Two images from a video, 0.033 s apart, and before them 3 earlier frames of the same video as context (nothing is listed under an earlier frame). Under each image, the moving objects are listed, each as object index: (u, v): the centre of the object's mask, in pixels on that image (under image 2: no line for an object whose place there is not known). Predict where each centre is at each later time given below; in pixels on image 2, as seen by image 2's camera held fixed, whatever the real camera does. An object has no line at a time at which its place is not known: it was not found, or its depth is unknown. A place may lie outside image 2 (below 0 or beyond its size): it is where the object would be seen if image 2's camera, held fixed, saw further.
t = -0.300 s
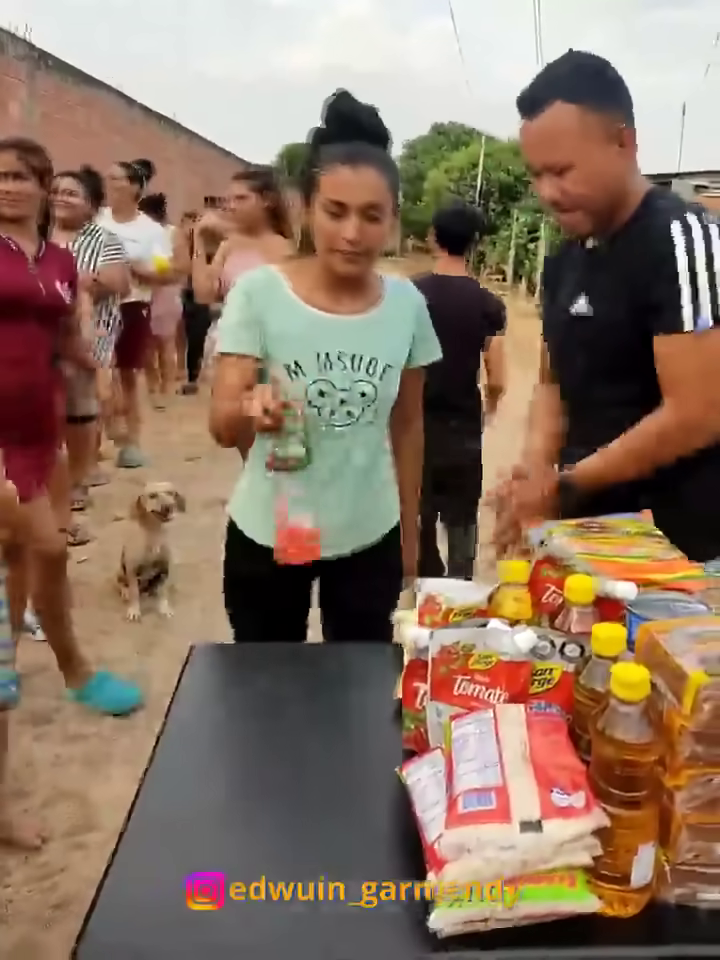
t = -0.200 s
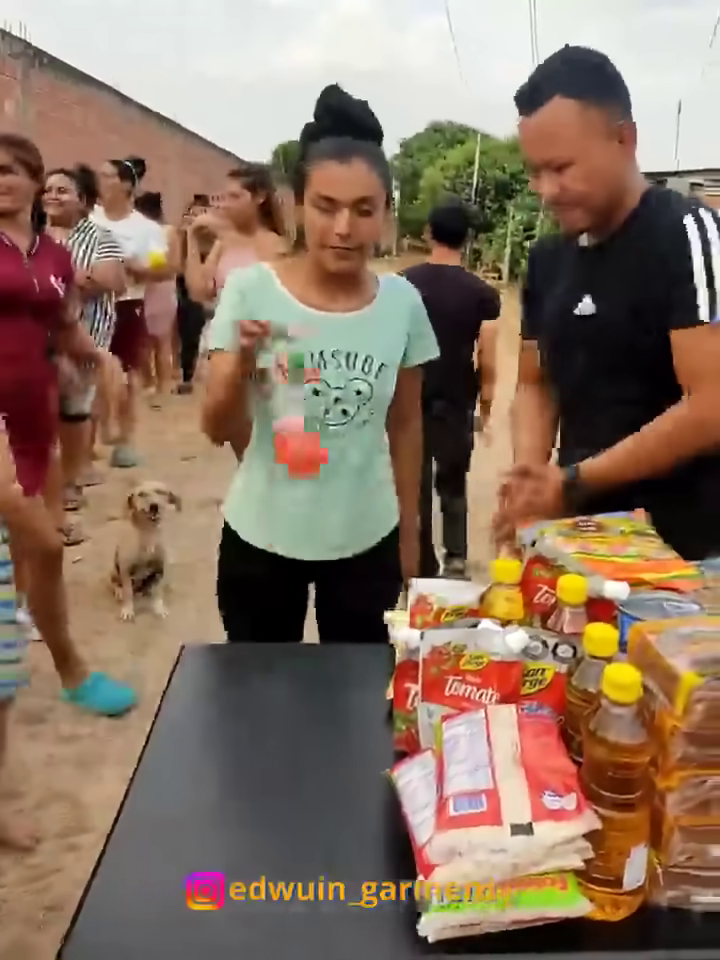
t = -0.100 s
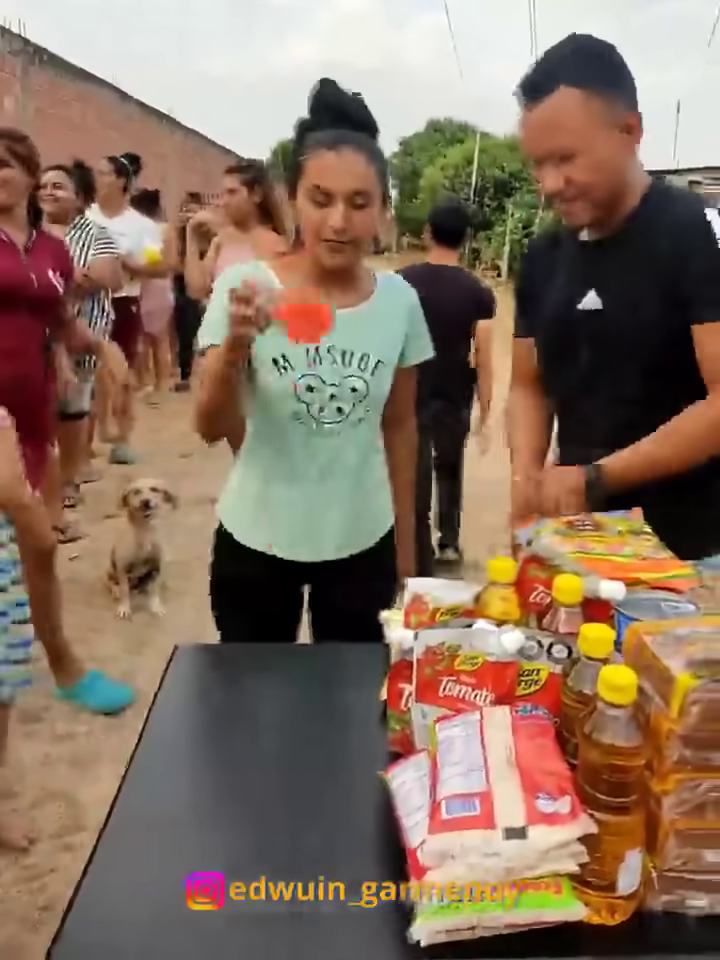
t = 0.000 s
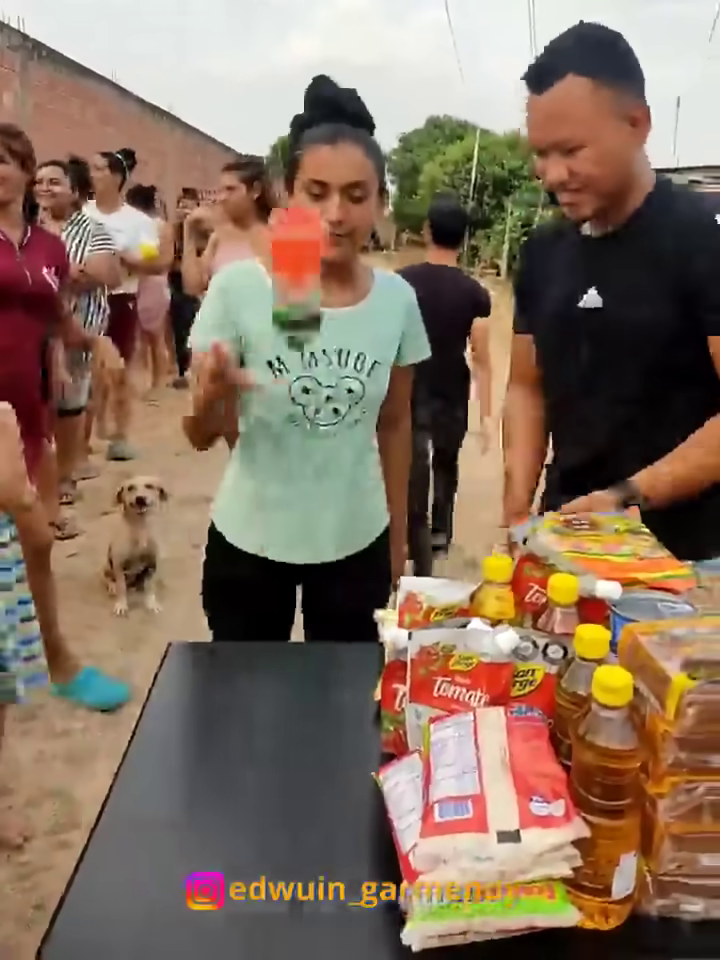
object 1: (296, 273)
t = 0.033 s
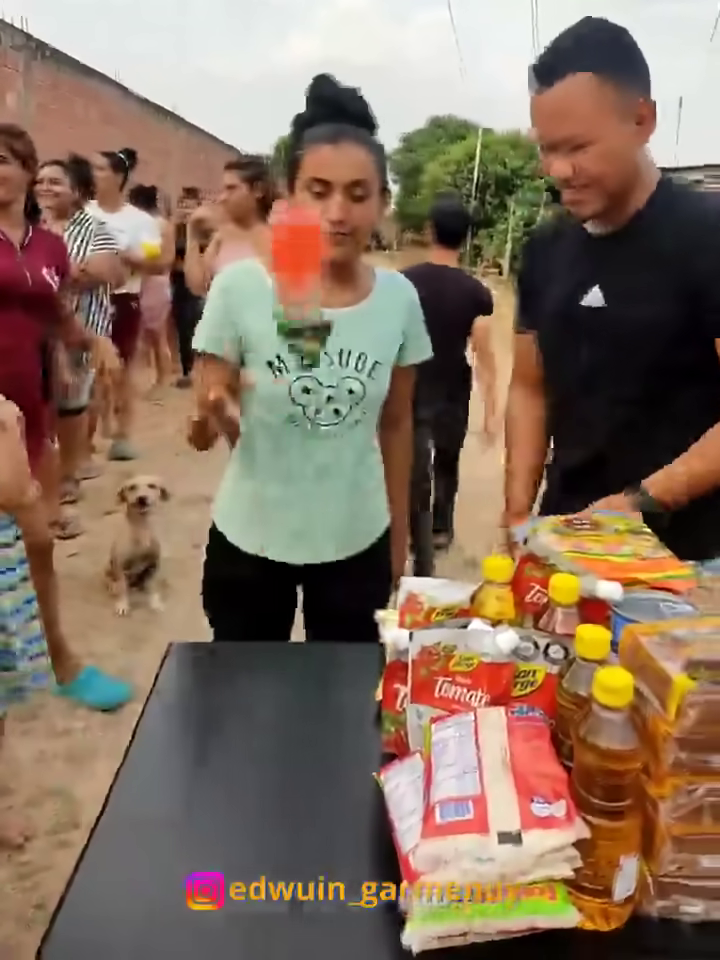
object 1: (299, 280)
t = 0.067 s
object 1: (302, 292)
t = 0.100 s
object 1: (304, 320)
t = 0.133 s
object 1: (306, 349)
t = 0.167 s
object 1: (306, 396)
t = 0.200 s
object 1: (306, 444)
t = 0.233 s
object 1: (305, 508)
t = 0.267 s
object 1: (303, 576)
